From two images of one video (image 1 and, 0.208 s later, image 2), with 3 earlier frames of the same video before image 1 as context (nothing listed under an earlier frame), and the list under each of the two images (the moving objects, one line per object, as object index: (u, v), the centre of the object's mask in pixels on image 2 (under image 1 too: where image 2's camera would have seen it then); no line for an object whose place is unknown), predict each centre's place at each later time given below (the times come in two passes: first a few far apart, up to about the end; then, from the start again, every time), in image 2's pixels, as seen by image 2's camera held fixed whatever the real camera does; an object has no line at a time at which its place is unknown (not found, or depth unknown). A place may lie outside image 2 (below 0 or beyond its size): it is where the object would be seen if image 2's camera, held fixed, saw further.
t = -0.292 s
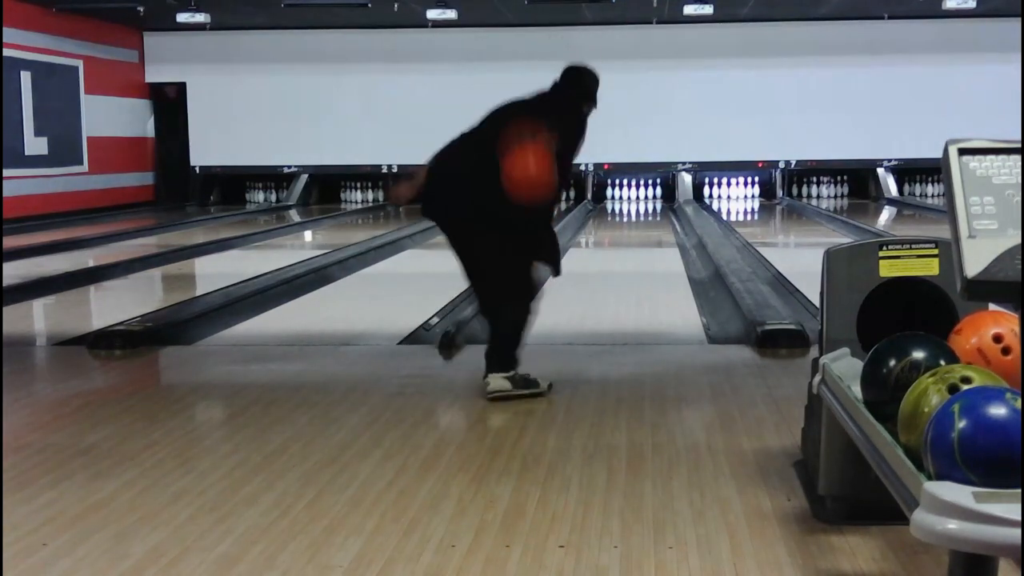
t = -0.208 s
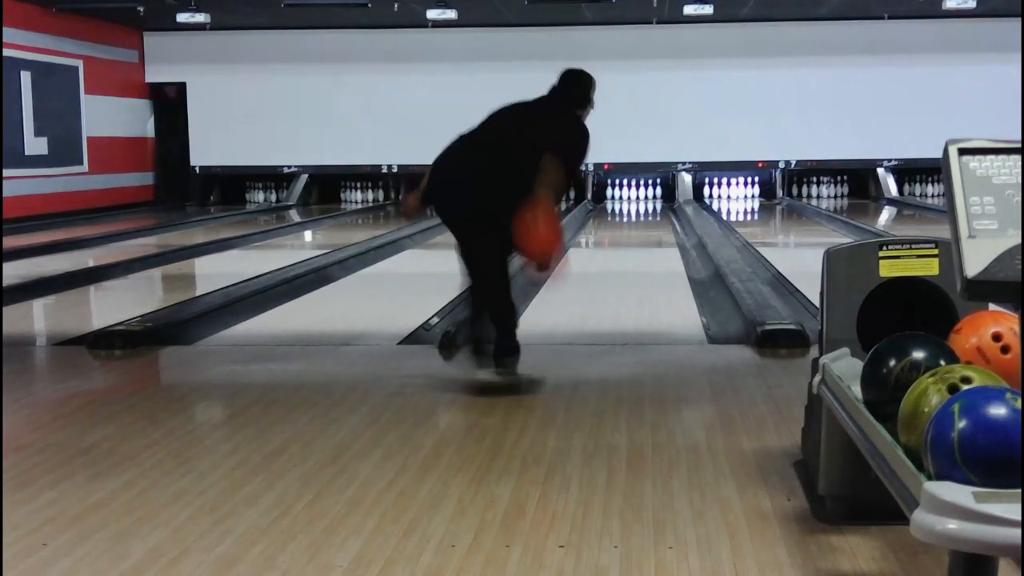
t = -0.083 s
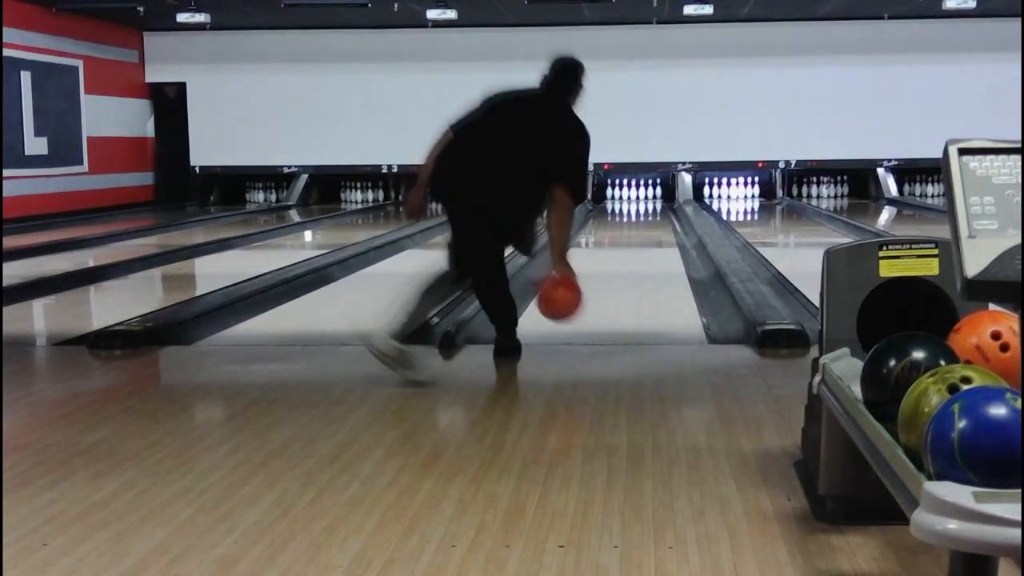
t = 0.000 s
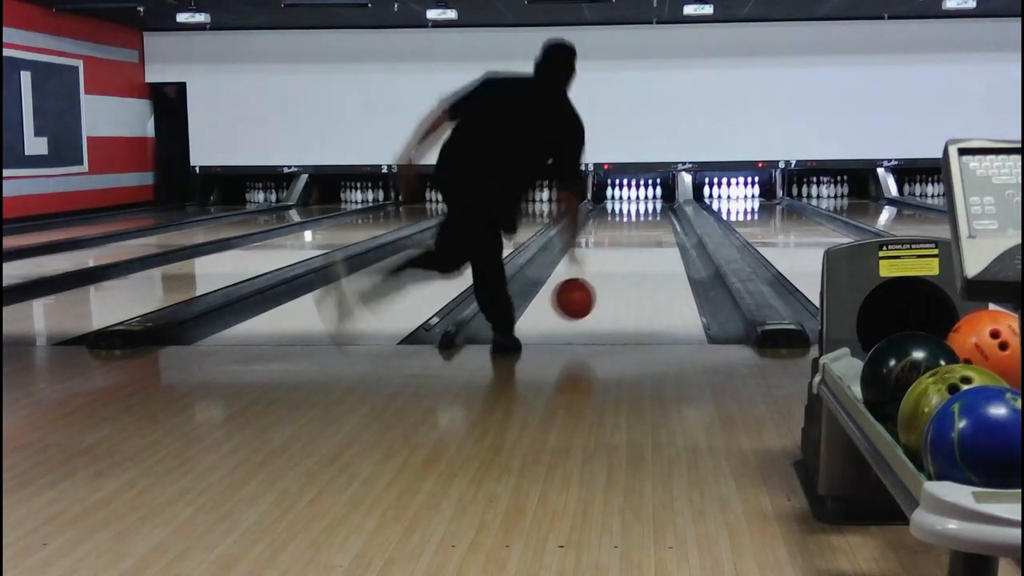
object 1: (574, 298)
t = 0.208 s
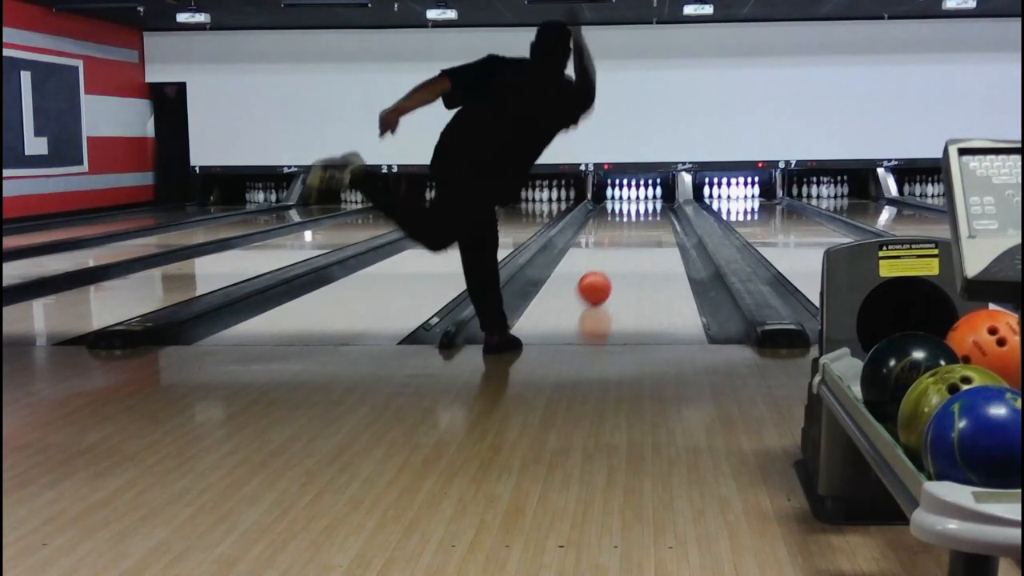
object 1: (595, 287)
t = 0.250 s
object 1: (598, 282)
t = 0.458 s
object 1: (615, 263)
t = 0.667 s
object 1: (619, 245)
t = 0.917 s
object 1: (627, 232)
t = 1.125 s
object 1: (632, 222)
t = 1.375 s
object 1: (637, 214)
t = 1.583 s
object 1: (641, 208)
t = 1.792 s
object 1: (643, 204)
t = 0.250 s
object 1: (598, 282)
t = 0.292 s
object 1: (607, 278)
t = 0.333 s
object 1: (609, 273)
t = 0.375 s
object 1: (610, 271)
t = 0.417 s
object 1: (613, 267)
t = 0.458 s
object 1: (615, 263)
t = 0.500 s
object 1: (613, 257)
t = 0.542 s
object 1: (615, 252)
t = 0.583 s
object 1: (617, 249)
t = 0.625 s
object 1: (617, 249)
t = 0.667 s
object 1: (619, 245)
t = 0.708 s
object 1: (621, 242)
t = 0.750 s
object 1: (623, 239)
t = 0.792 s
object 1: (624, 237)
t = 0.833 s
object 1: (625, 235)
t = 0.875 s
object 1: (626, 234)
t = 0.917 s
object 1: (627, 232)
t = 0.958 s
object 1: (629, 229)
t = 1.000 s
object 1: (630, 227)
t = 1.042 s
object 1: (631, 225)
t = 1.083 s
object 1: (632, 223)
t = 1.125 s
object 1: (632, 222)
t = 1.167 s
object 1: (634, 221)
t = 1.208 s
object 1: (635, 220)
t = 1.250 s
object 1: (635, 218)
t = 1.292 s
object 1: (636, 216)
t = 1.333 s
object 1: (637, 215)
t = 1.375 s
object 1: (637, 214)
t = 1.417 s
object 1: (638, 213)
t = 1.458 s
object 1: (639, 212)
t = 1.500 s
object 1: (640, 210)
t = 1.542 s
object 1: (640, 209)
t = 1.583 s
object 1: (641, 208)
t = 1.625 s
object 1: (641, 208)
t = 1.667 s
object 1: (642, 208)
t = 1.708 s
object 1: (642, 206)
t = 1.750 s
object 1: (642, 204)
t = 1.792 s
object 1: (643, 204)
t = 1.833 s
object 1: (643, 203)
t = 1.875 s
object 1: (643, 202)
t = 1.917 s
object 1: (644, 201)
